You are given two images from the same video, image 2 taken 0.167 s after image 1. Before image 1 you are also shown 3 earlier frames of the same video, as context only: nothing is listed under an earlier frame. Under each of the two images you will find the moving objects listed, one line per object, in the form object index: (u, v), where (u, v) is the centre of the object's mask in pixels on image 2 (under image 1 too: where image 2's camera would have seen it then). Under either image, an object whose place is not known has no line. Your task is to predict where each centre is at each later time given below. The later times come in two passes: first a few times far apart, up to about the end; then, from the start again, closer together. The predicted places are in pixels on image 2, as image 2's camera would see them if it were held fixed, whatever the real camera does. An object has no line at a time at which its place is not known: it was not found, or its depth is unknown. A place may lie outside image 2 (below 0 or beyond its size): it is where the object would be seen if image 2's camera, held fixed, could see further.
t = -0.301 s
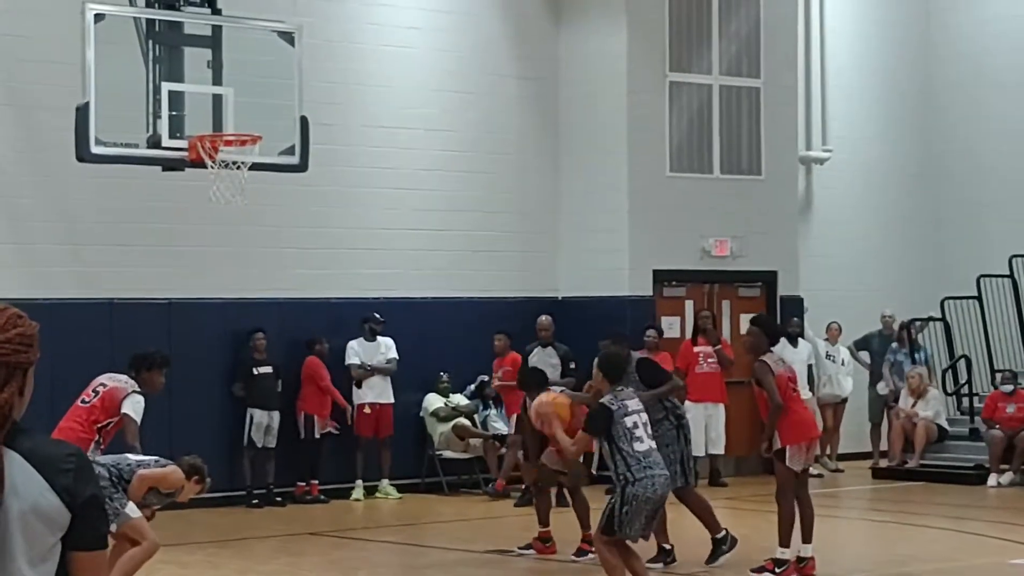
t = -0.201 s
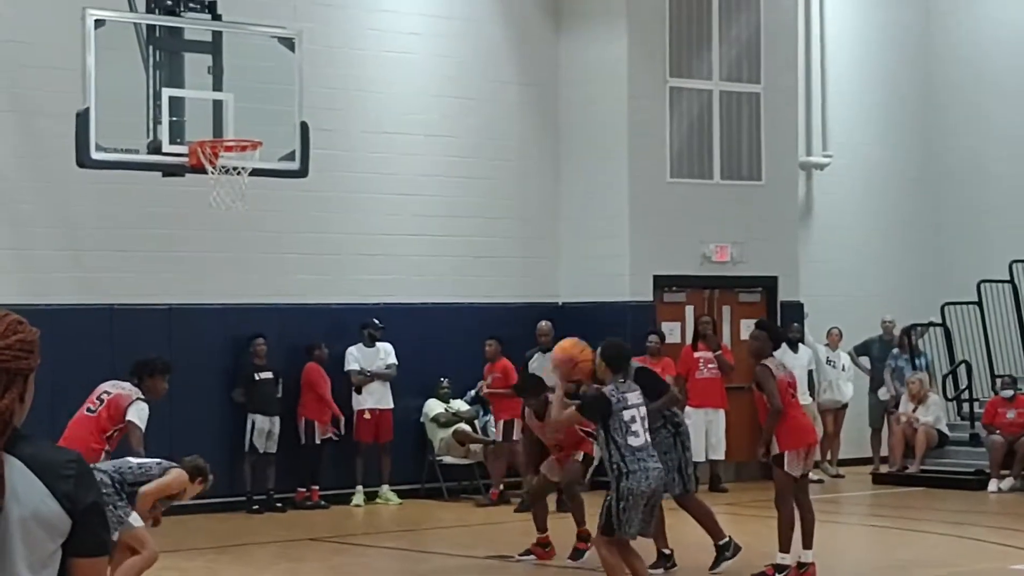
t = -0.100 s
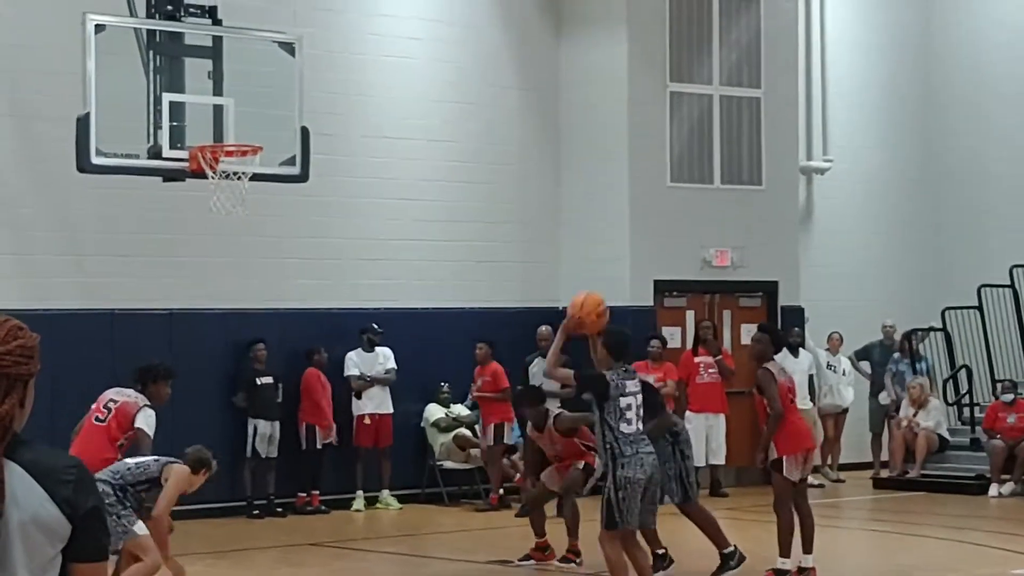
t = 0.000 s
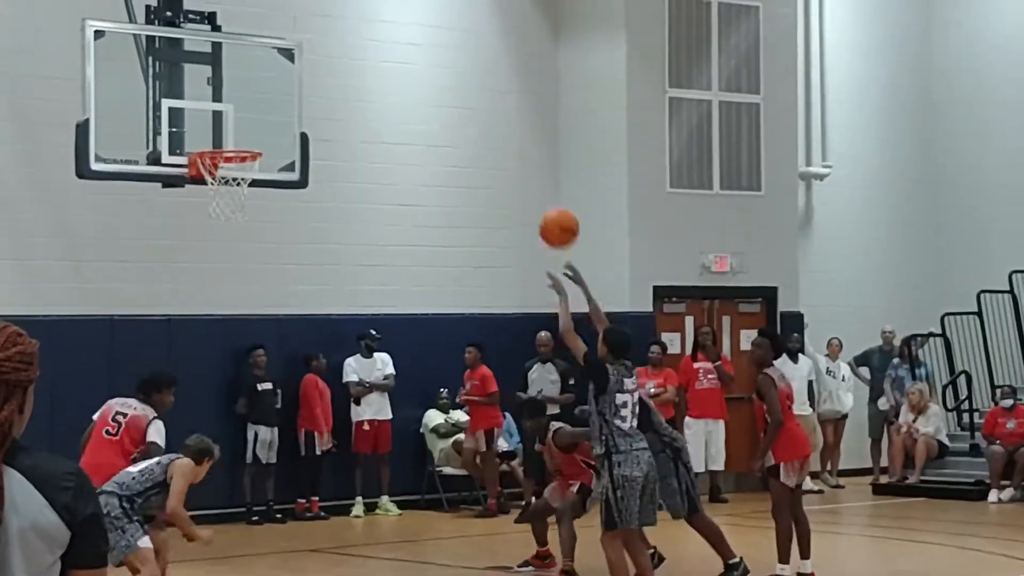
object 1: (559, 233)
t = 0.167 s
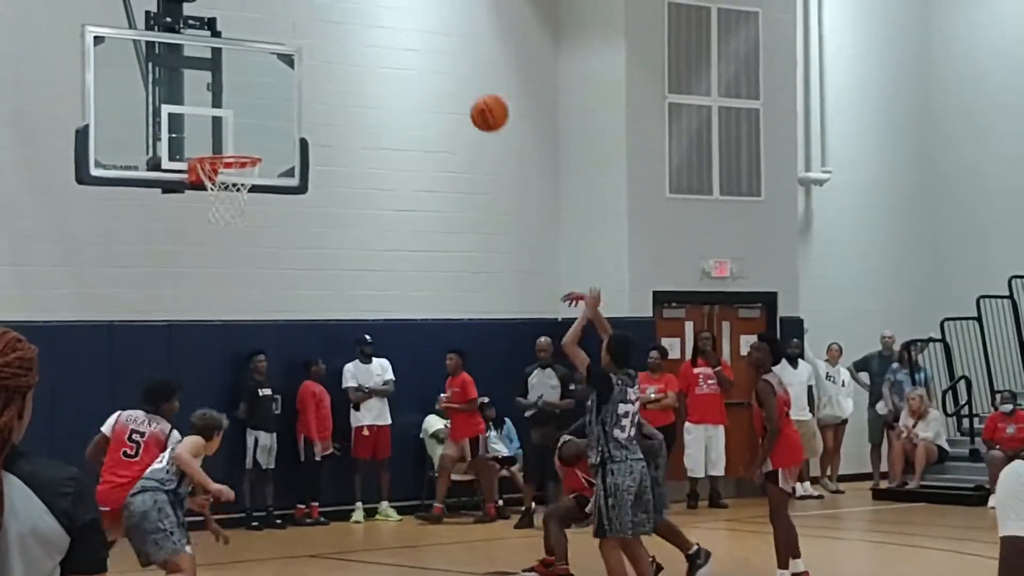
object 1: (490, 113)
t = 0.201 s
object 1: (476, 95)
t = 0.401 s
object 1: (401, 28)
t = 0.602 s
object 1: (333, 23)
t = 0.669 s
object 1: (312, 36)
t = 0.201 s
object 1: (476, 95)
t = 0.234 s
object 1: (463, 79)
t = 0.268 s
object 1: (450, 65)
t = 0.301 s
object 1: (438, 53)
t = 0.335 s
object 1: (425, 43)
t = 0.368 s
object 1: (413, 34)
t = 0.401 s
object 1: (401, 28)
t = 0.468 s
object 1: (377, 20)
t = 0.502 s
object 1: (366, 18)
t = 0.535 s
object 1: (354, 18)
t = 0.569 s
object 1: (343, 20)
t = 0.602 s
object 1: (333, 23)
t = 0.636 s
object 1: (322, 29)
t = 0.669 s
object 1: (312, 36)
